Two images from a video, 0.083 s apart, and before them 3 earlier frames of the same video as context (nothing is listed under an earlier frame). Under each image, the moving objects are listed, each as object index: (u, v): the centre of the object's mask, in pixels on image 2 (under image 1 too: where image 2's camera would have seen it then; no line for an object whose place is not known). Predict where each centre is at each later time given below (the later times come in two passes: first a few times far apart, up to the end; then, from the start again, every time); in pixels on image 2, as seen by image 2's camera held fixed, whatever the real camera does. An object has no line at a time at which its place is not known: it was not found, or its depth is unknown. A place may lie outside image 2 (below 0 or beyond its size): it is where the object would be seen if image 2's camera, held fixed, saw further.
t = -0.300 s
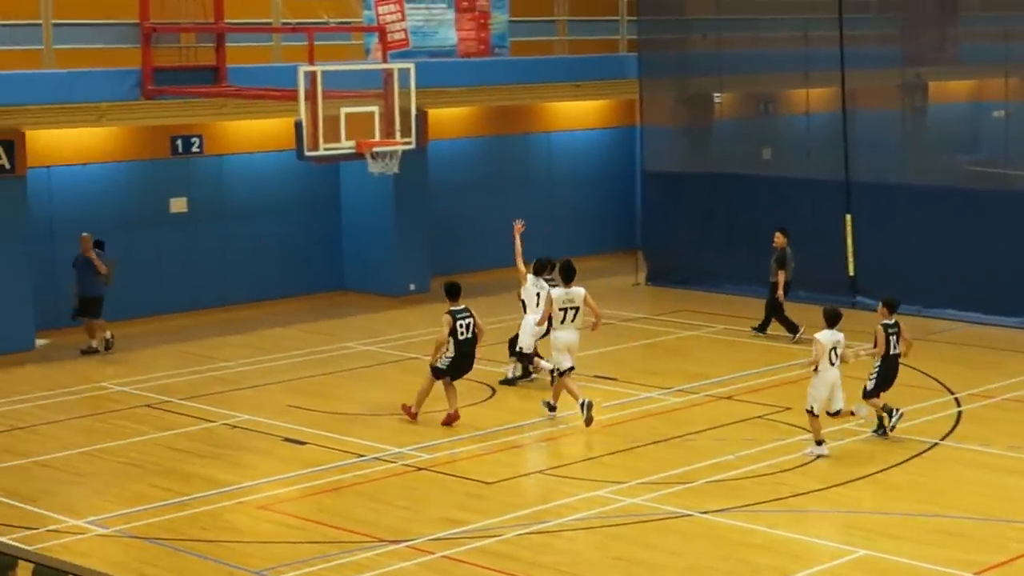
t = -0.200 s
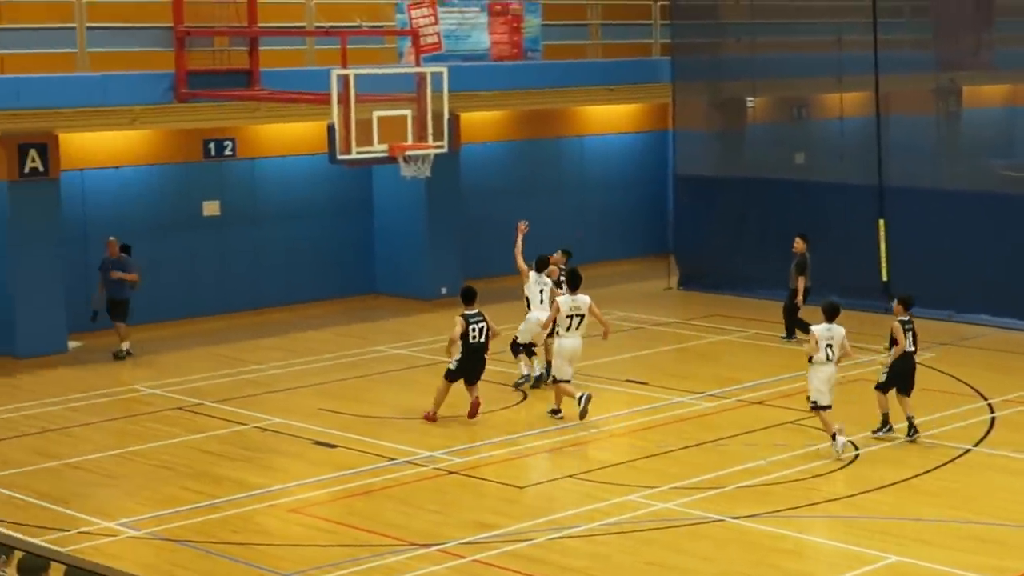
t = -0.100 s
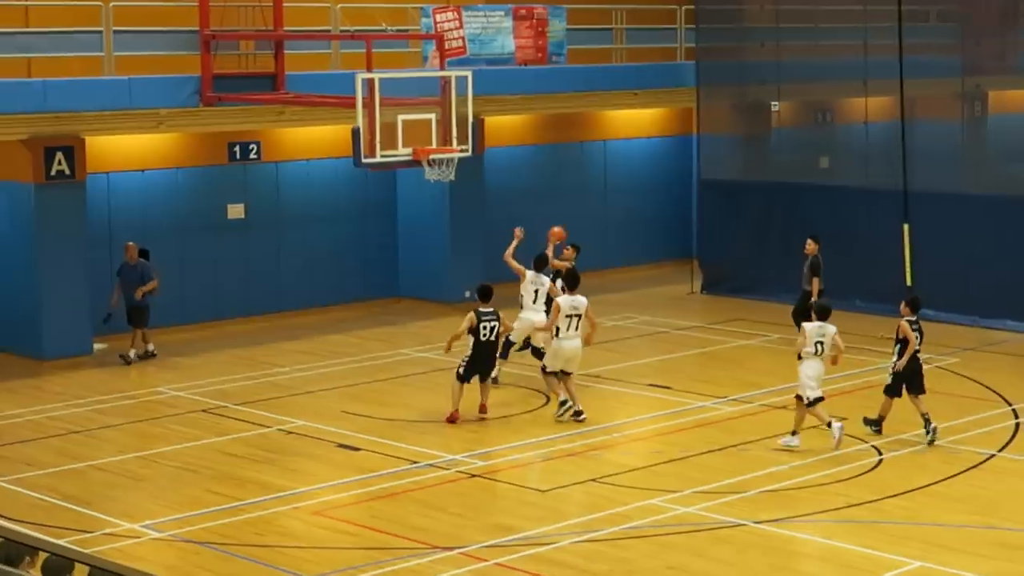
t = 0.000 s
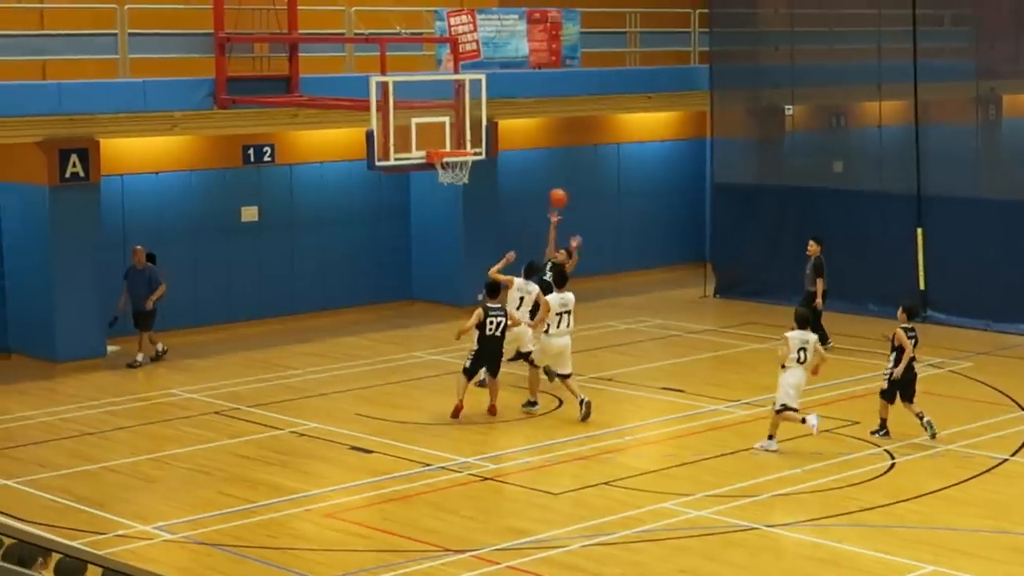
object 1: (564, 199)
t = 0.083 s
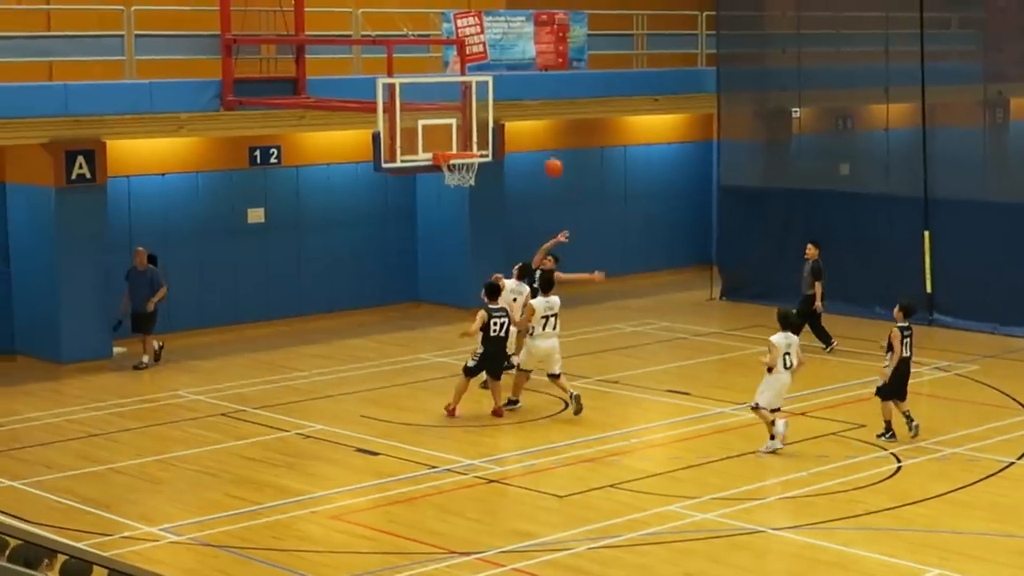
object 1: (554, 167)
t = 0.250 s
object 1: (532, 118)
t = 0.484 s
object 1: (503, 83)
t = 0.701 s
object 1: (530, 95)
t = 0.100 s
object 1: (551, 161)
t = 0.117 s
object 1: (549, 155)
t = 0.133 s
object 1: (546, 150)
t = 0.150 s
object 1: (544, 143)
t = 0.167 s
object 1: (542, 141)
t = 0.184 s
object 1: (540, 135)
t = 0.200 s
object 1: (538, 130)
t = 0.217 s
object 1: (536, 126)
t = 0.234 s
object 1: (534, 121)
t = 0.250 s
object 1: (532, 118)
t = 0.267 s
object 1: (530, 114)
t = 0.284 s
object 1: (528, 110)
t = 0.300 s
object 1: (526, 107)
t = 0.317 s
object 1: (523, 104)
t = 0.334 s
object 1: (520, 100)
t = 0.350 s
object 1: (518, 98)
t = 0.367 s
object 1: (517, 96)
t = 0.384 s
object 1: (514, 93)
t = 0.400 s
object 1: (512, 91)
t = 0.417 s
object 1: (510, 89)
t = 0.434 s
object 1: (508, 87)
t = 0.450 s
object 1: (506, 86)
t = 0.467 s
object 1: (504, 85)
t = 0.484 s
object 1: (503, 83)
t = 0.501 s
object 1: (503, 84)
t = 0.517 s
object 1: (505, 83)
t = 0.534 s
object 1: (507, 84)
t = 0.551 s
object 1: (509, 84)
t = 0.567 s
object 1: (512, 83)
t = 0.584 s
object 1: (514, 84)
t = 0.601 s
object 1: (516, 85)
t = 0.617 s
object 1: (519, 86)
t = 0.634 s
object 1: (520, 88)
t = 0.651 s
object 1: (523, 90)
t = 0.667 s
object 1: (525, 91)
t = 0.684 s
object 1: (527, 94)
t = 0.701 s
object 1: (530, 95)
